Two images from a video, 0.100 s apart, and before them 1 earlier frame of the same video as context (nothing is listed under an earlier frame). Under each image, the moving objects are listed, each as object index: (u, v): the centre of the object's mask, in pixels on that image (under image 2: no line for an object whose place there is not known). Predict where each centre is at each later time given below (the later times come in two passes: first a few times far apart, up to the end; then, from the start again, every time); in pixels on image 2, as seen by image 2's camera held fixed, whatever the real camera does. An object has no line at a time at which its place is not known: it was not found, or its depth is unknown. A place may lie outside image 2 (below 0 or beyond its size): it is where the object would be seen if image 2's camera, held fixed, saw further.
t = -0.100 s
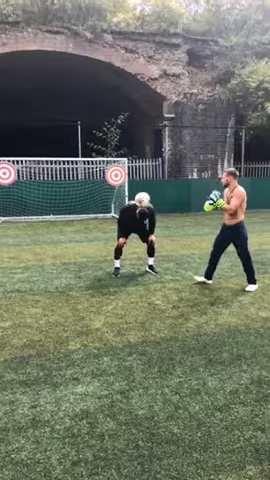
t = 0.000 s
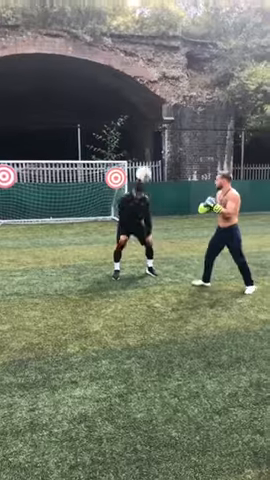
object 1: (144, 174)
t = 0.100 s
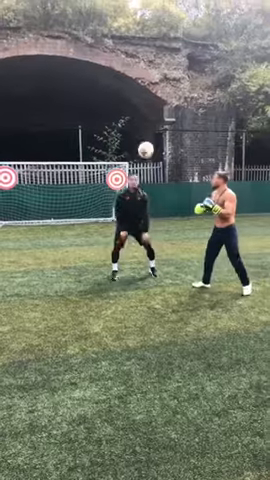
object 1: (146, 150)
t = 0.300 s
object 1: (148, 118)
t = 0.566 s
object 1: (153, 121)
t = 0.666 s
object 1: (155, 136)
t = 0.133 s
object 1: (146, 142)
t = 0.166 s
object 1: (147, 136)
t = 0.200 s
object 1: (147, 130)
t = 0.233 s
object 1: (147, 125)
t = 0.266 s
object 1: (148, 121)
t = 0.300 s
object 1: (148, 118)
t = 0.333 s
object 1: (149, 115)
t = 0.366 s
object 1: (150, 113)
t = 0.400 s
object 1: (150, 113)
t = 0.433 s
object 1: (151, 113)
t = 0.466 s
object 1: (151, 114)
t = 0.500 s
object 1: (152, 115)
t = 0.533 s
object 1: (153, 118)
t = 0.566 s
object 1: (153, 121)
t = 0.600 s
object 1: (154, 125)
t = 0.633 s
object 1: (155, 131)
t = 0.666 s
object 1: (155, 136)
